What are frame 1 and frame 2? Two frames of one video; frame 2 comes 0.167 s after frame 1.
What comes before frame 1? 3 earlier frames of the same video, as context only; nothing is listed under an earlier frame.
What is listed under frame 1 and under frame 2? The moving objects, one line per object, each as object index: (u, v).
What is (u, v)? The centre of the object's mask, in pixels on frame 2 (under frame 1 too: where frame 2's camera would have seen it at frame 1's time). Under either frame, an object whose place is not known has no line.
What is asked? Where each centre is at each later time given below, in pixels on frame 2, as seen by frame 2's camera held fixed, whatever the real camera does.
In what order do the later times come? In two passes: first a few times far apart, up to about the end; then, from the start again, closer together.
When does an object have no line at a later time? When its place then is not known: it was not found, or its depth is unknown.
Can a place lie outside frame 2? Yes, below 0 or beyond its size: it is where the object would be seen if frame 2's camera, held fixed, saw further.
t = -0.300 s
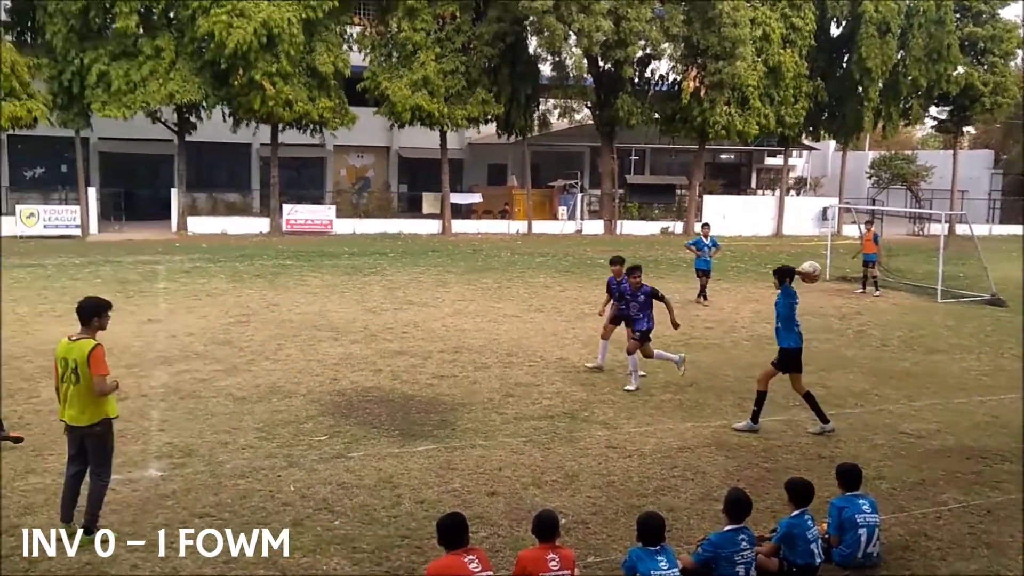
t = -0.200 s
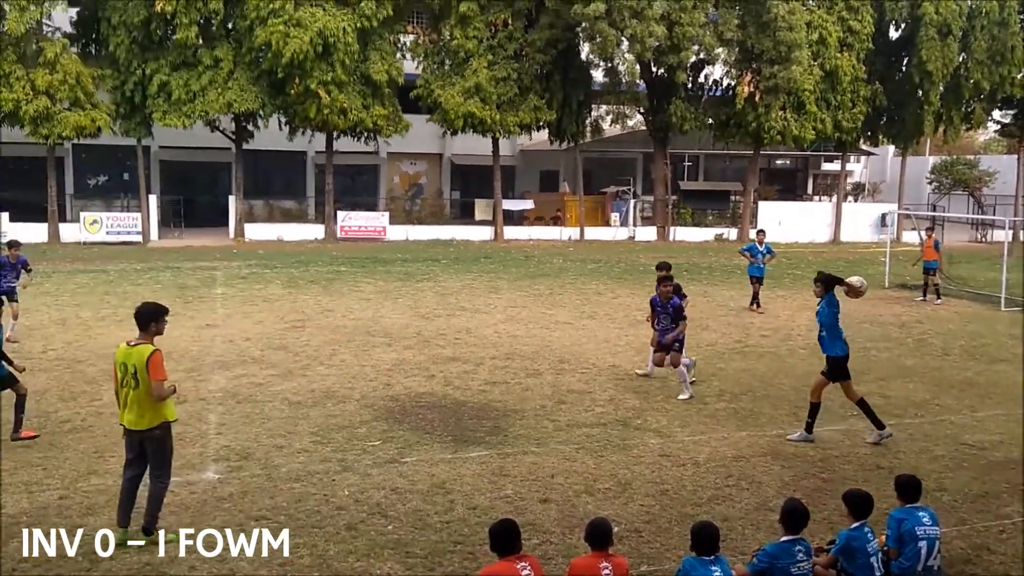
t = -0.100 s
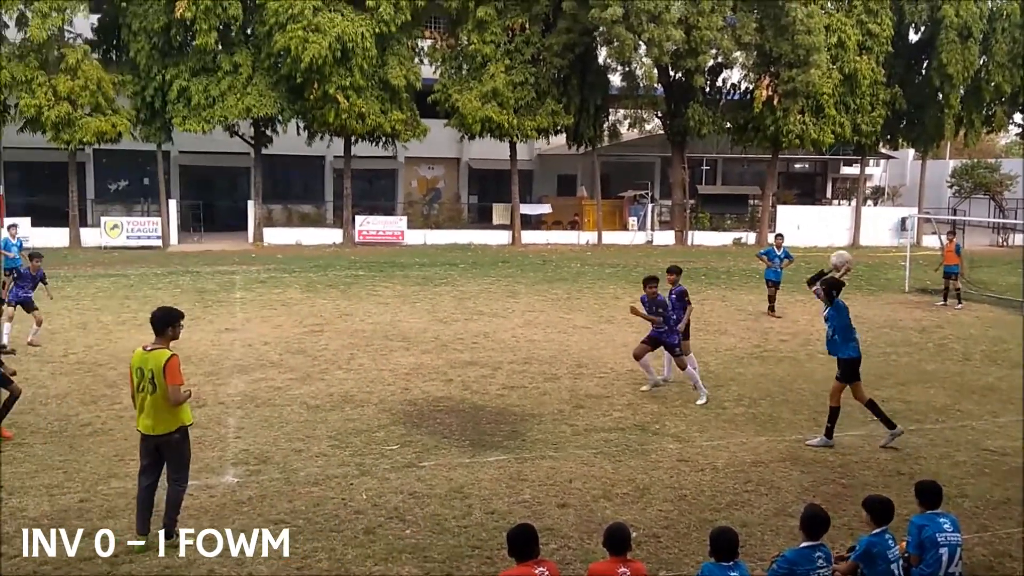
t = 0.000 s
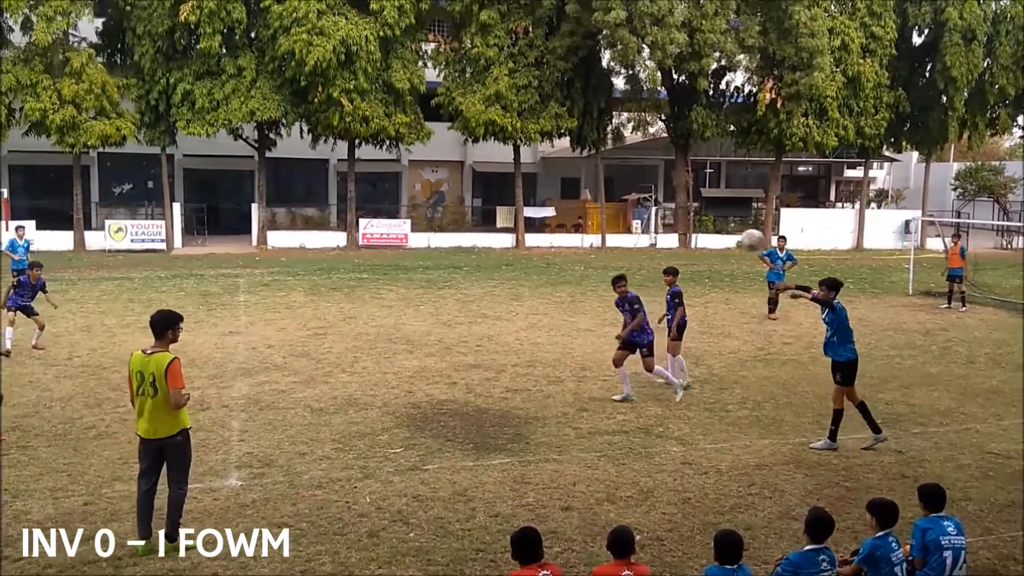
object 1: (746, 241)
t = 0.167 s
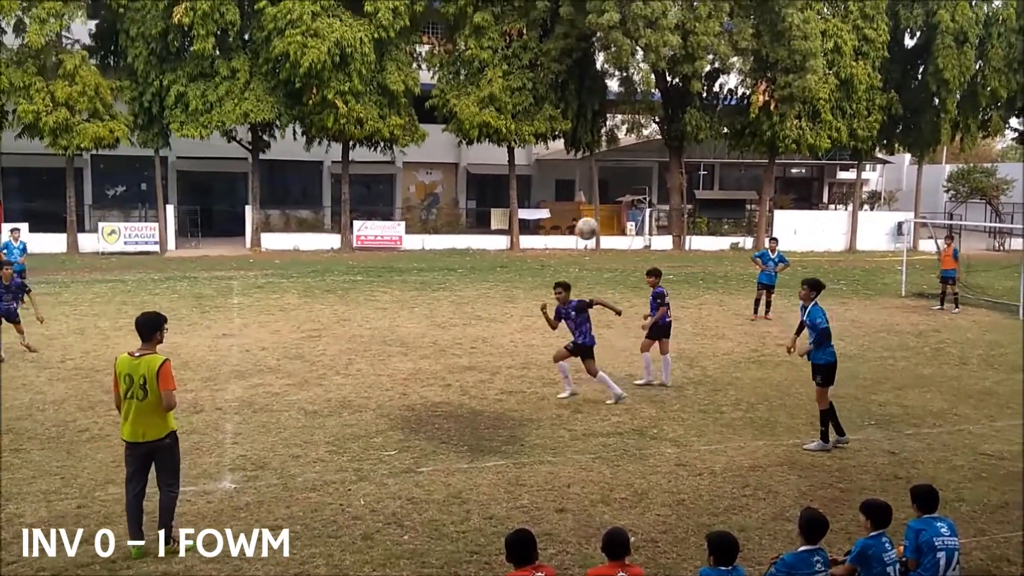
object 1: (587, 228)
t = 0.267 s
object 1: (492, 234)
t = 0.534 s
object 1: (241, 299)
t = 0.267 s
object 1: (492, 234)
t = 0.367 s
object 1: (398, 250)
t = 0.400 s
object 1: (366, 257)
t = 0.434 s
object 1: (334, 266)
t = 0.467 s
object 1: (303, 276)
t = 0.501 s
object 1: (272, 287)
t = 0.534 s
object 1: (241, 299)
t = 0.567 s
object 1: (210, 312)
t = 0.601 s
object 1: (180, 327)
